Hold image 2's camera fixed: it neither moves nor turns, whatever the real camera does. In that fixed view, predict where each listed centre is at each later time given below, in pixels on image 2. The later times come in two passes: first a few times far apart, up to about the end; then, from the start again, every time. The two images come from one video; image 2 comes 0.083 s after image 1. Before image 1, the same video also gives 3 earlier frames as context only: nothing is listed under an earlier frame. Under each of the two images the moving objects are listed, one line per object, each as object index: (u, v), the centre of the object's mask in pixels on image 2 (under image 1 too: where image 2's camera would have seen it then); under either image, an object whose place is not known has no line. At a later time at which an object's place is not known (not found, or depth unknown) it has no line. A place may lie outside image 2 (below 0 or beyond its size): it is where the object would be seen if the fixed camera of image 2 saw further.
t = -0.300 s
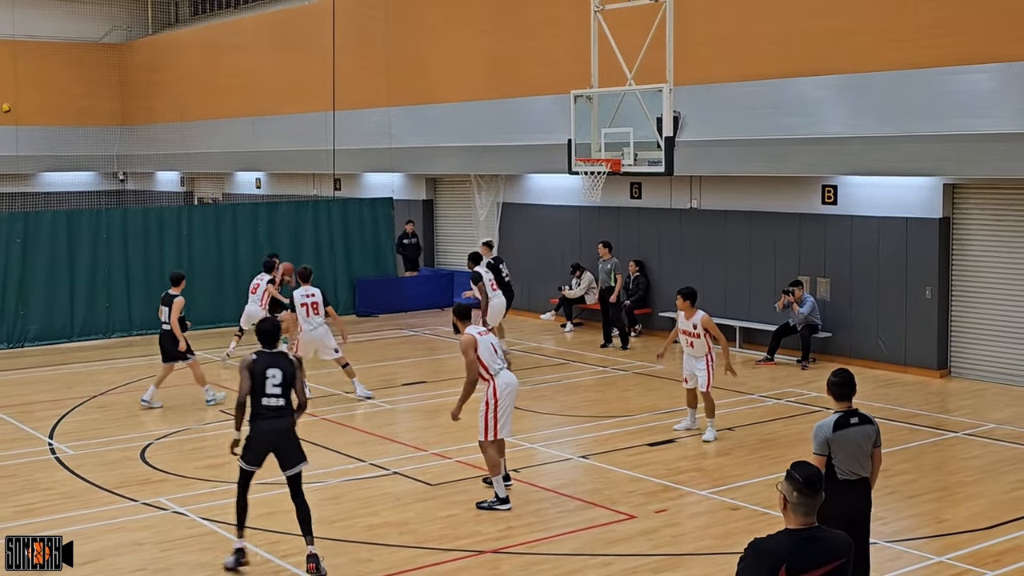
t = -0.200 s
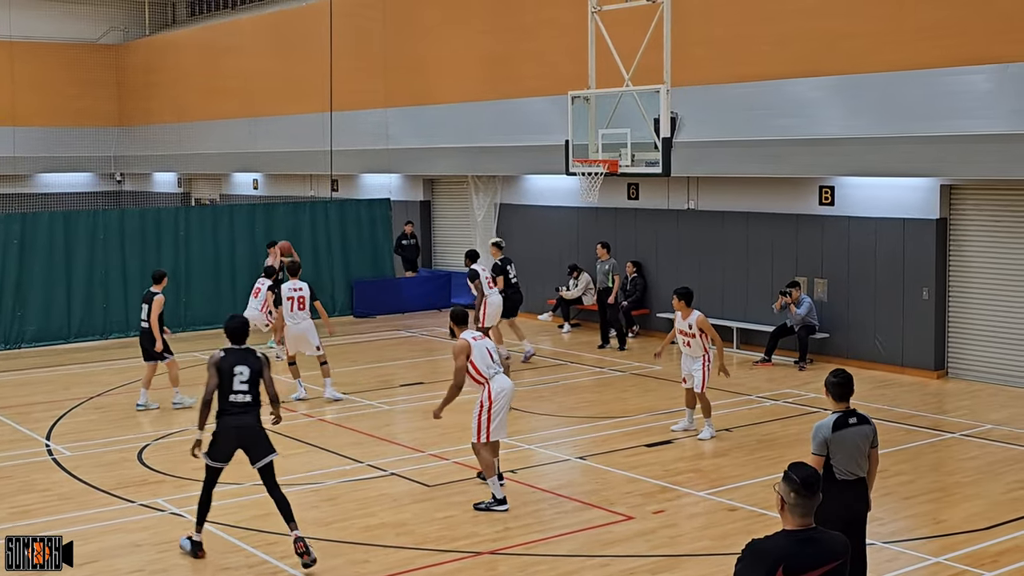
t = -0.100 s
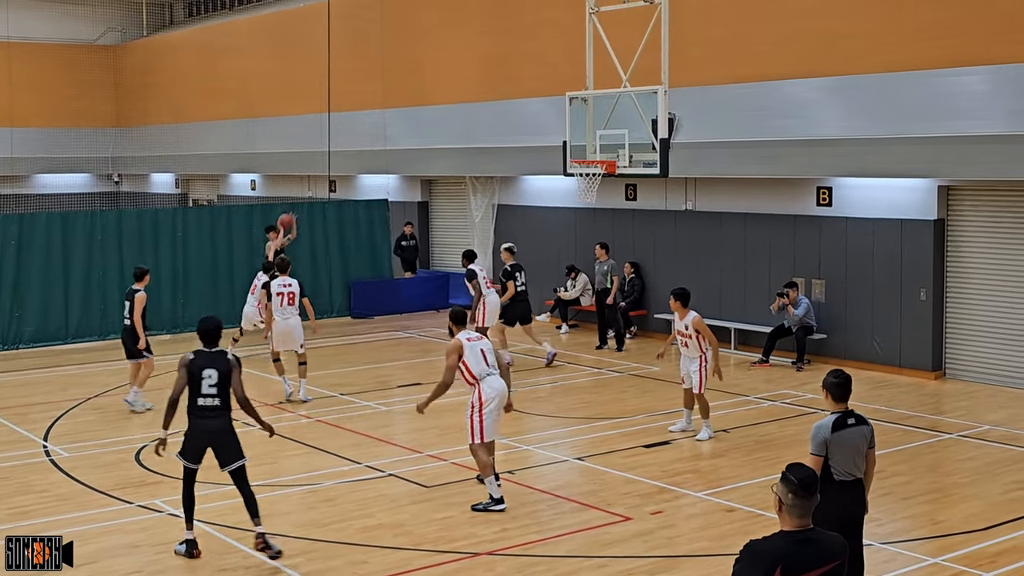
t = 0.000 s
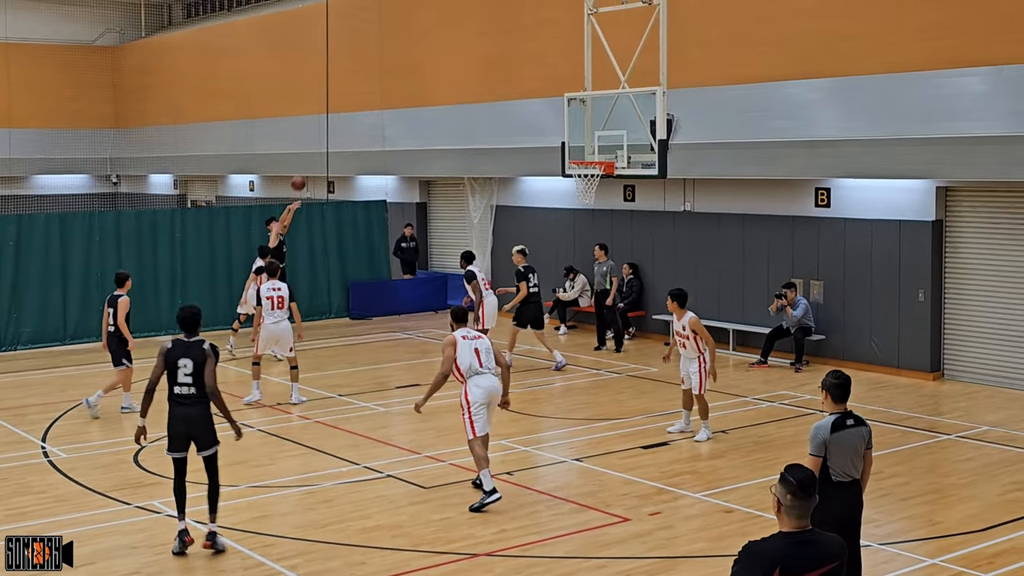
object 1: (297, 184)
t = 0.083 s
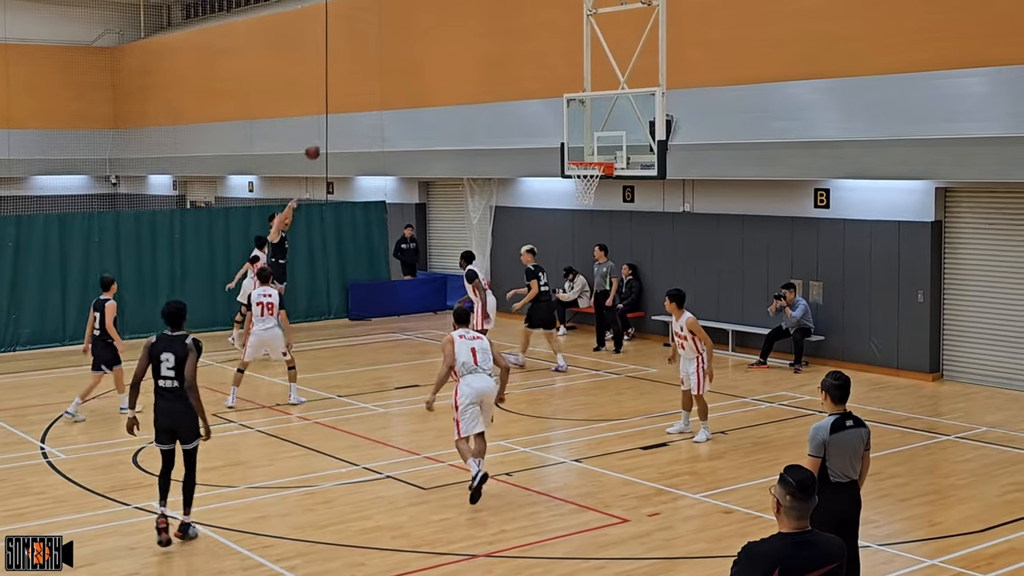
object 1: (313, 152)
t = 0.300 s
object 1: (354, 85)
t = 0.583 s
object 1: (413, 33)
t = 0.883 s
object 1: (483, 34)
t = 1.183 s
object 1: (561, 102)
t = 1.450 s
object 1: (628, 186)
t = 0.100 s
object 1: (315, 146)
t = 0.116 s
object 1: (318, 140)
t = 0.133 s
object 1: (321, 135)
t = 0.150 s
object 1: (325, 129)
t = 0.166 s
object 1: (327, 123)
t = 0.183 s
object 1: (331, 119)
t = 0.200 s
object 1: (334, 113)
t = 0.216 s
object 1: (337, 108)
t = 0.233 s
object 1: (340, 103)
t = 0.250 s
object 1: (344, 98)
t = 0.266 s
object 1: (347, 94)
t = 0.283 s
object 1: (350, 89)
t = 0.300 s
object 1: (354, 85)
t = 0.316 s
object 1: (357, 81)
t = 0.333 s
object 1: (360, 76)
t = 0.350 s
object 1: (364, 72)
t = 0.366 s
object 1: (367, 68)
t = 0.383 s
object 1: (371, 64)
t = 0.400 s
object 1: (374, 61)
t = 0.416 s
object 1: (377, 57)
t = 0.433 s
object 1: (381, 55)
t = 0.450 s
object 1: (384, 51)
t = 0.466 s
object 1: (388, 48)
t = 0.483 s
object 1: (391, 45)
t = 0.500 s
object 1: (395, 43)
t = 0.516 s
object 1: (398, 41)
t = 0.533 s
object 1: (402, 38)
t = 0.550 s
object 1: (406, 36)
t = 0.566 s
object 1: (409, 34)
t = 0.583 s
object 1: (413, 33)
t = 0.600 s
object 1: (416, 31)
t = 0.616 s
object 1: (420, 30)
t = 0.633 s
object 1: (424, 29)
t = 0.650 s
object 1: (428, 28)
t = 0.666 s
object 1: (432, 27)
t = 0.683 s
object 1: (436, 27)
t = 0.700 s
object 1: (439, 26)
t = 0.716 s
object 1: (443, 26)
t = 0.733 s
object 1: (447, 26)
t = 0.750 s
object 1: (451, 26)
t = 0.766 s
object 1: (455, 27)
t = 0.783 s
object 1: (459, 27)
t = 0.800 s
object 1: (463, 28)
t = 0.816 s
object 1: (467, 29)
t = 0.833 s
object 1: (471, 30)
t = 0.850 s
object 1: (475, 31)
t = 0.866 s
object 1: (479, 32)
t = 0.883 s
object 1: (483, 34)
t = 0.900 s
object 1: (487, 36)
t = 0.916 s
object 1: (491, 38)
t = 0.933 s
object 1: (495, 41)
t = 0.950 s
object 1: (499, 43)
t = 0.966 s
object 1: (504, 46)
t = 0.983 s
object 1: (508, 49)
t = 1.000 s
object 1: (512, 52)
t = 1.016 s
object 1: (516, 55)
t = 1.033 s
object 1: (521, 59)
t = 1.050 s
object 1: (525, 63)
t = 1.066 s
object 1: (529, 67)
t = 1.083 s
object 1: (534, 72)
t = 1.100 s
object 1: (538, 76)
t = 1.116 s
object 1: (542, 81)
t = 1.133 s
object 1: (547, 86)
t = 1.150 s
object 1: (552, 91)
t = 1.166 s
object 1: (556, 97)
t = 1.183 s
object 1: (561, 102)
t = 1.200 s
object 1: (565, 109)
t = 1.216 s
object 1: (570, 115)
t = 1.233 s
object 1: (575, 121)
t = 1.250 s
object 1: (579, 128)
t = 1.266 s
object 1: (584, 135)
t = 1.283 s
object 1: (589, 142)
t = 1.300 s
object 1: (593, 148)
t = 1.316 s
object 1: (598, 156)
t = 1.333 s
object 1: (602, 159)
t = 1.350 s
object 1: (605, 162)
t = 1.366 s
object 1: (609, 166)
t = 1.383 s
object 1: (613, 170)
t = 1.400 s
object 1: (616, 173)
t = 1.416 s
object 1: (620, 177)
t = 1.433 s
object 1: (624, 182)
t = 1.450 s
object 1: (628, 186)
